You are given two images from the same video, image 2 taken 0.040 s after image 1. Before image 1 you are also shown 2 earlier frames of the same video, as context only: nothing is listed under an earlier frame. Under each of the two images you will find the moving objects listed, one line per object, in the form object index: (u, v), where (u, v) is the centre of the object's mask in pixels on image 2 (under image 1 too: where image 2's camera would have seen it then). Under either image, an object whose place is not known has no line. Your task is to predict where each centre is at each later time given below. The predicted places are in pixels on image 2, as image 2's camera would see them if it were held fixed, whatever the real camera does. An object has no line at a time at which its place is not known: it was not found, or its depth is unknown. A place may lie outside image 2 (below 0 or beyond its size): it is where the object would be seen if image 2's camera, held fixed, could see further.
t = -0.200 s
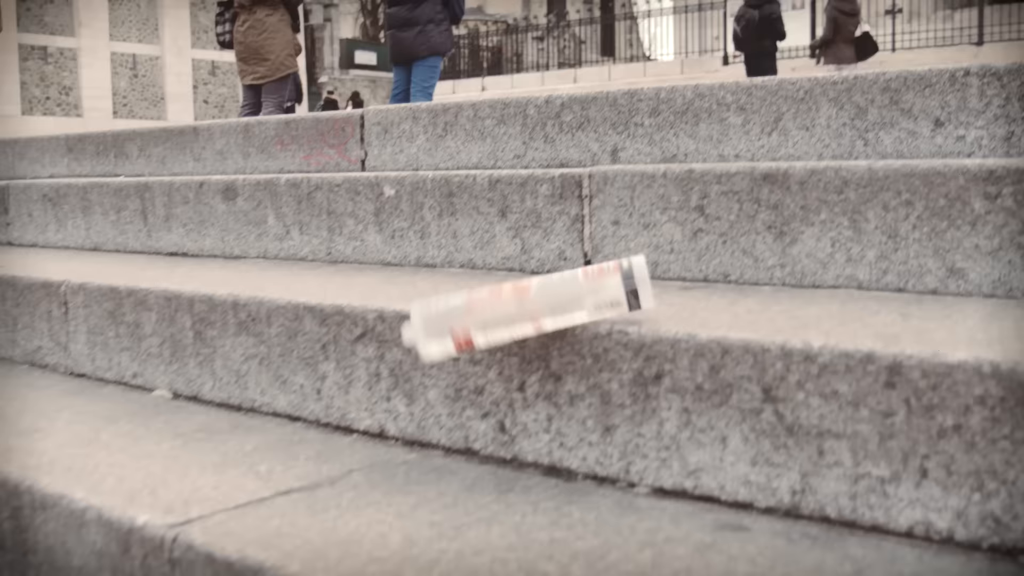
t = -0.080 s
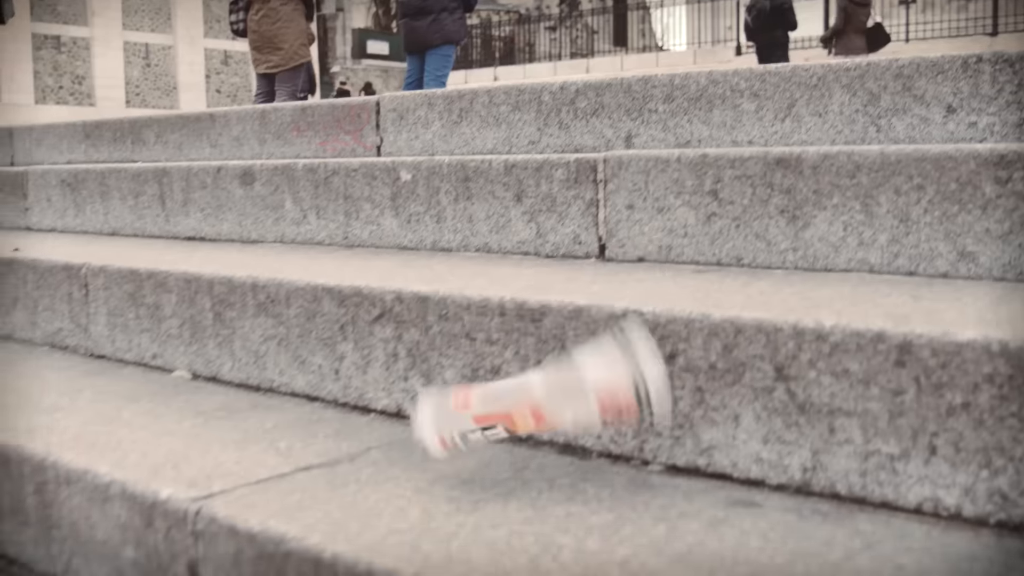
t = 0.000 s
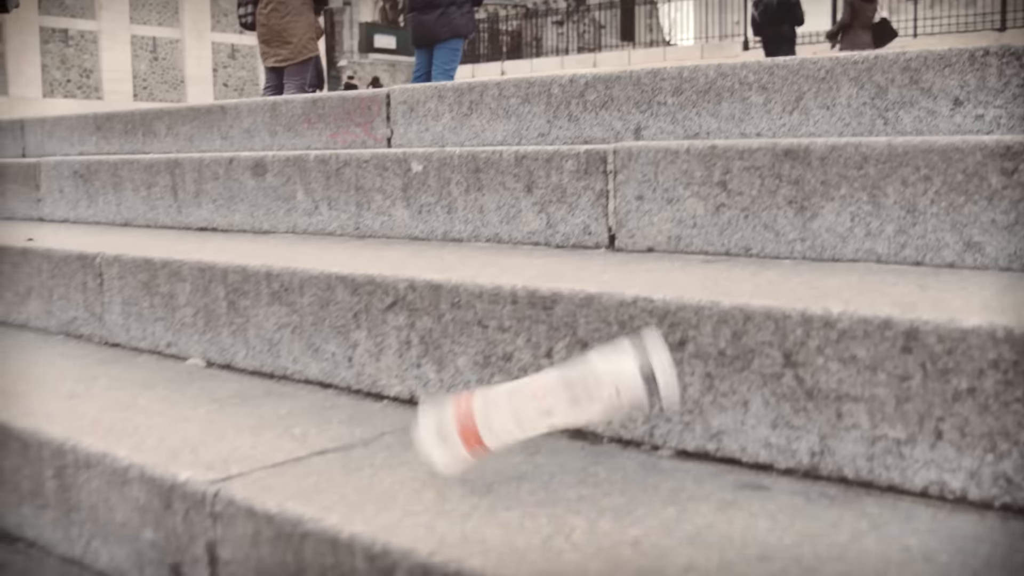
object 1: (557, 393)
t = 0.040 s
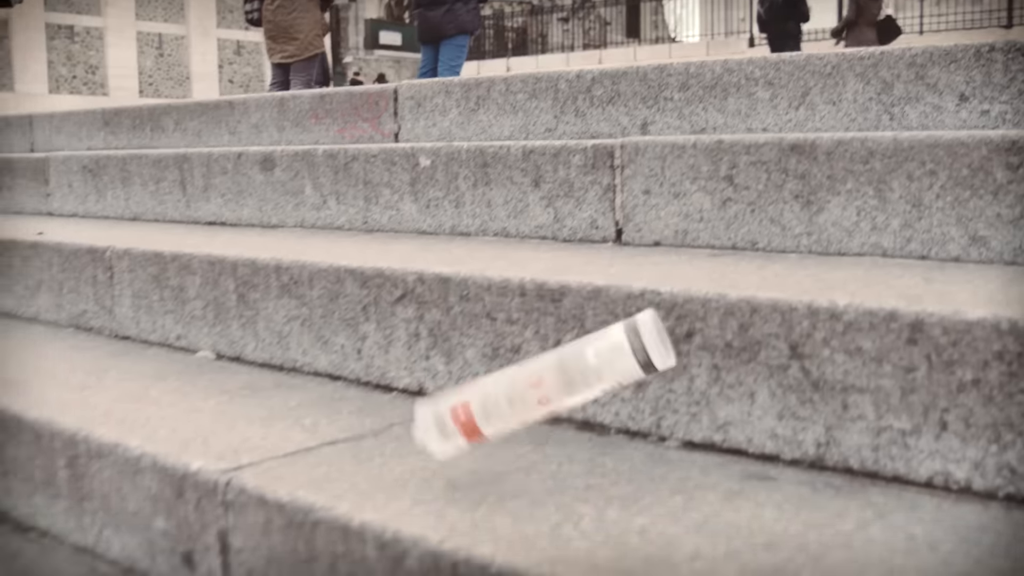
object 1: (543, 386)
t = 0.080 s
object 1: (535, 390)
